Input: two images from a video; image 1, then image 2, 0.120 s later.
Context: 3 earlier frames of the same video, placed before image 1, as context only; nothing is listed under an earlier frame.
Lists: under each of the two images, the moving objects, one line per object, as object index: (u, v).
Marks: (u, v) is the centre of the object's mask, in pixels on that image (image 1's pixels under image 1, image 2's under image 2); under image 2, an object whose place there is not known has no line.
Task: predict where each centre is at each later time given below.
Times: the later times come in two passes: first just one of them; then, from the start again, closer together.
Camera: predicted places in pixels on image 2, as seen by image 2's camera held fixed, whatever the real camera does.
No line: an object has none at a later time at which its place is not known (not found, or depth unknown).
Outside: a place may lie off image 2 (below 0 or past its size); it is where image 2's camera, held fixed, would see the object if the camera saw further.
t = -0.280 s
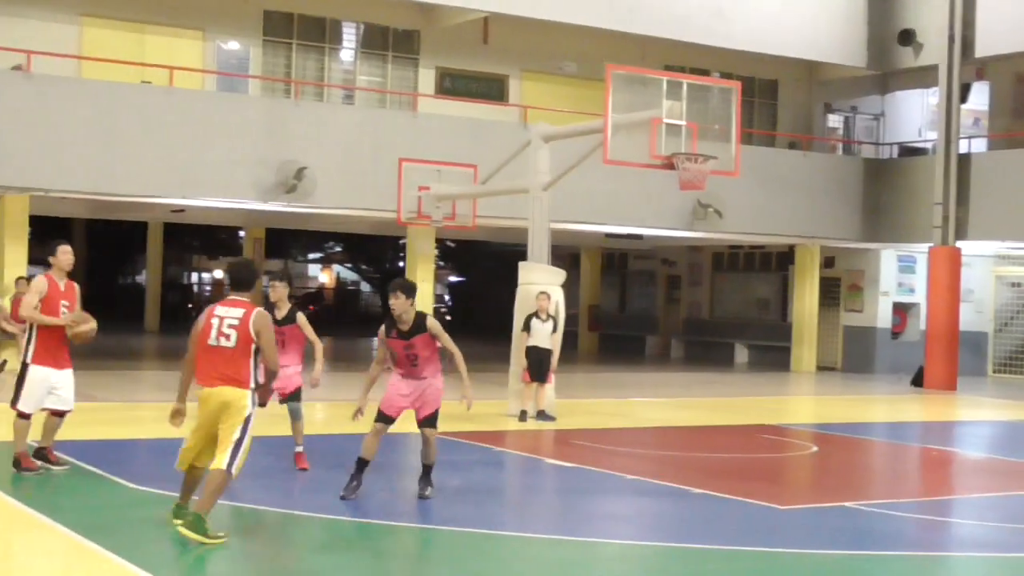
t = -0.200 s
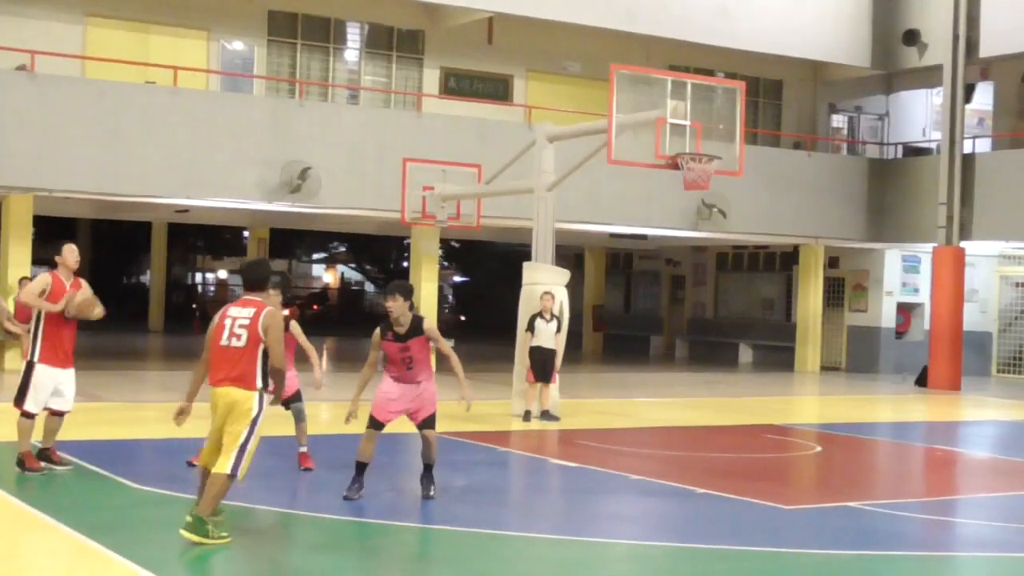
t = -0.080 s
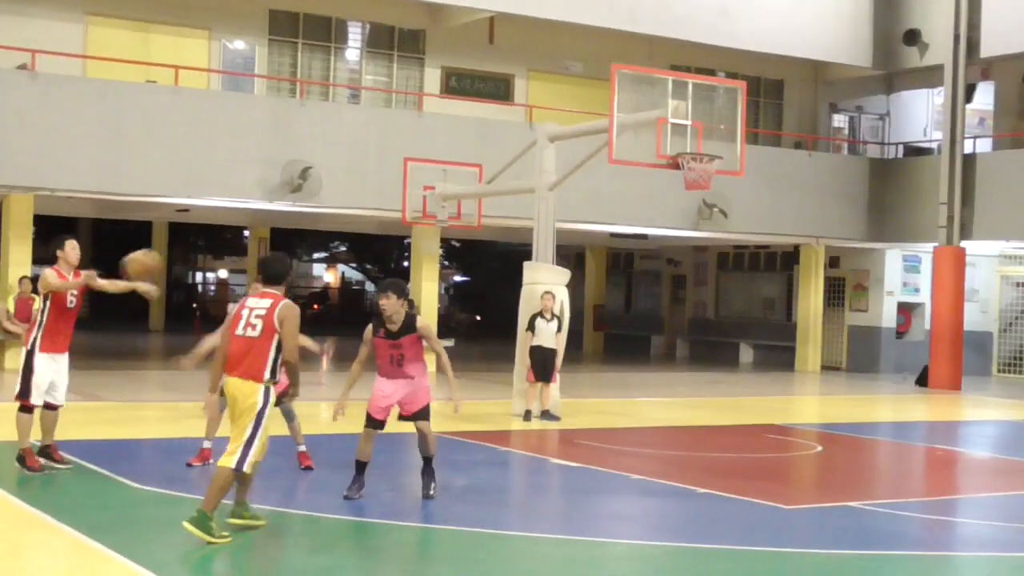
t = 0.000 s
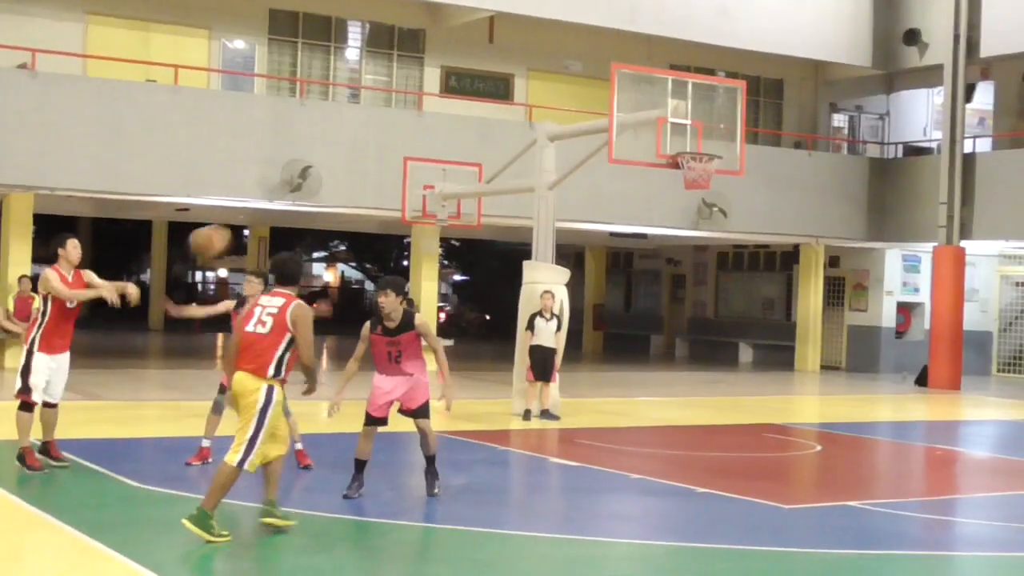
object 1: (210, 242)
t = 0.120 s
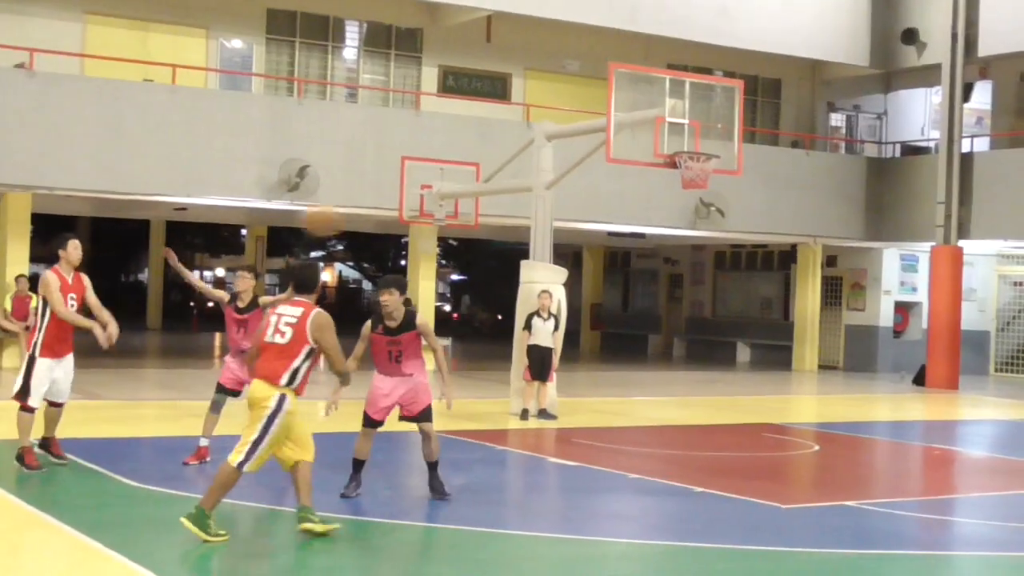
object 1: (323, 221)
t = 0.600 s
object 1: (988, 388)
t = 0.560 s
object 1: (919, 351)
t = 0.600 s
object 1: (988, 388)
